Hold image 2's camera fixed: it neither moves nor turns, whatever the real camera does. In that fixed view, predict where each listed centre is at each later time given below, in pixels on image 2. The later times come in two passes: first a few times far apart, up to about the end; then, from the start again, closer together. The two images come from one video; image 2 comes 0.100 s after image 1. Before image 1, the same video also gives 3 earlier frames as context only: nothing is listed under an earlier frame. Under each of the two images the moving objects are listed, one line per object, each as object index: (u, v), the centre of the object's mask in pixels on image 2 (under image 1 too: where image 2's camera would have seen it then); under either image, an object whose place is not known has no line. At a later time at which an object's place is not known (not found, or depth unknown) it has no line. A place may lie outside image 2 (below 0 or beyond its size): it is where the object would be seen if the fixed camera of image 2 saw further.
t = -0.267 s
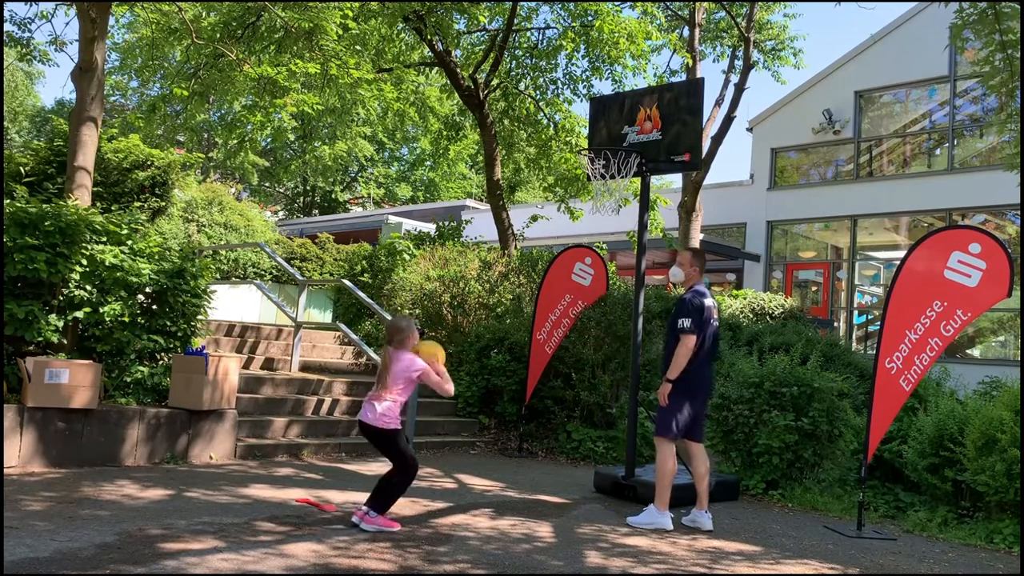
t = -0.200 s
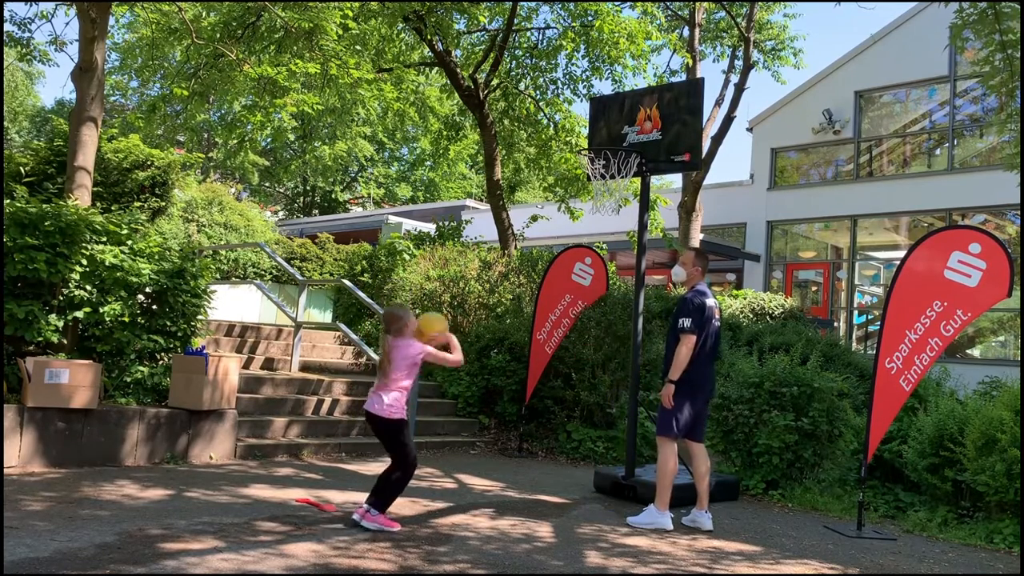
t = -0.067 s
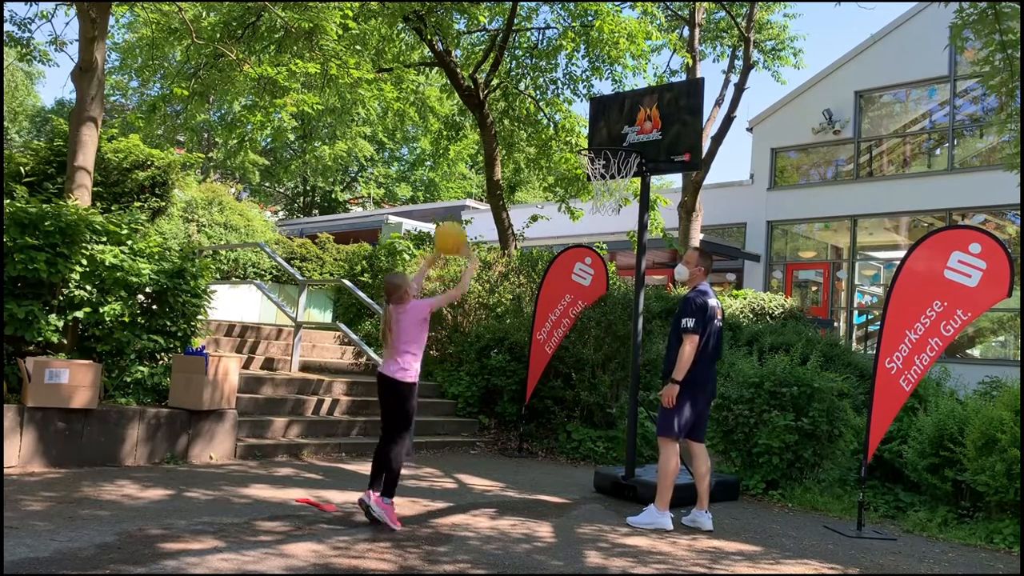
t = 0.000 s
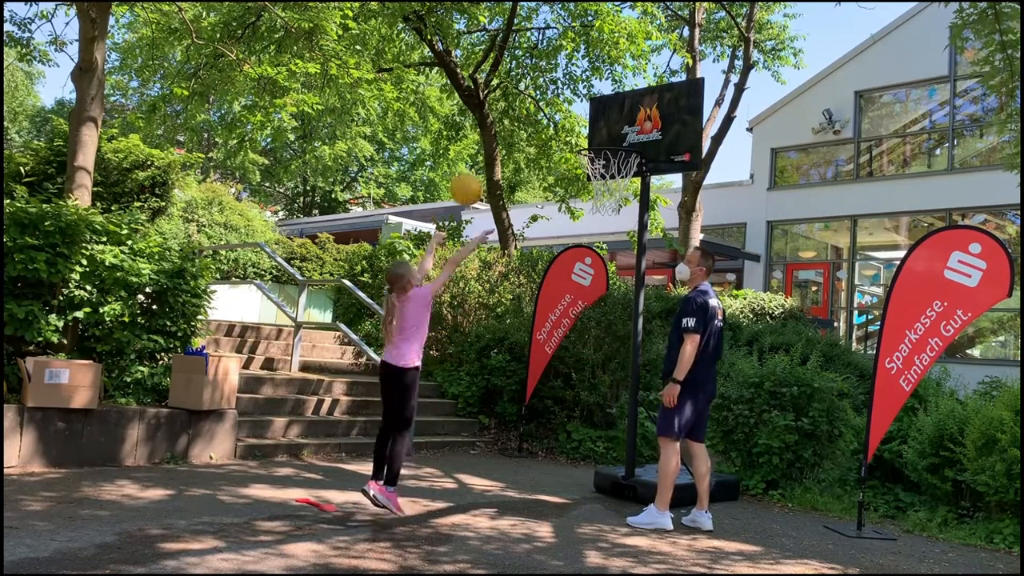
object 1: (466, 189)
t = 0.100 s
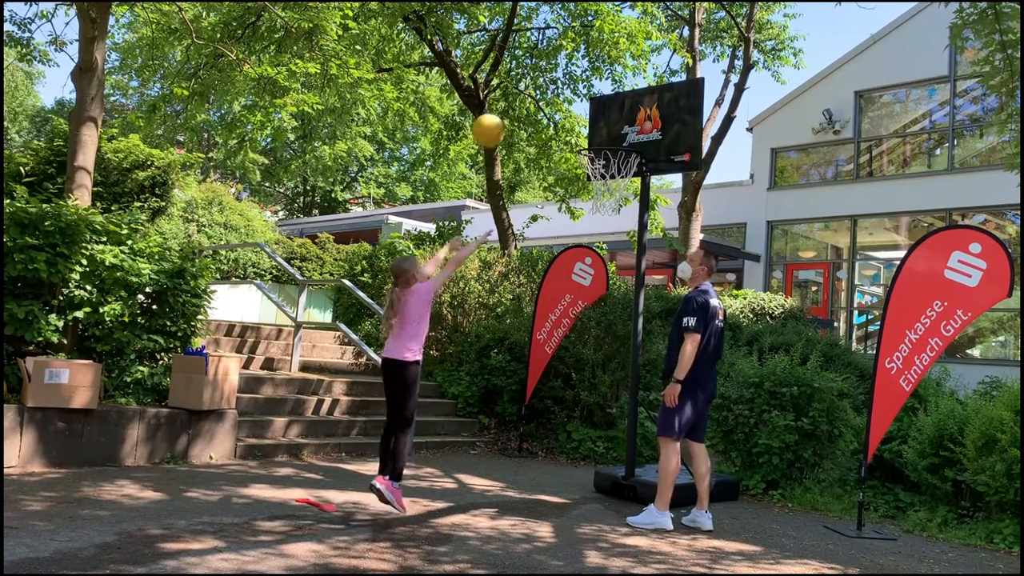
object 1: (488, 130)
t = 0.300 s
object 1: (526, 65)
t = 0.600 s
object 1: (571, 75)
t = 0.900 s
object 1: (573, 131)
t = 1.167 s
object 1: (522, 191)
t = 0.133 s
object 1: (495, 115)
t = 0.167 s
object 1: (501, 102)
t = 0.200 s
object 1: (508, 89)
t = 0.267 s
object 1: (520, 72)
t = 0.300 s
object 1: (526, 65)
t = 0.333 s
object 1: (531, 60)
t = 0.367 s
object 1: (537, 56)
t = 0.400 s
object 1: (543, 55)
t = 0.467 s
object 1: (553, 56)
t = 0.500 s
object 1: (557, 59)
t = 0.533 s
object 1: (562, 62)
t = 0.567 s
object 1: (567, 69)
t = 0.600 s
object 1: (571, 75)
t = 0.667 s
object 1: (579, 93)
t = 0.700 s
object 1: (584, 105)
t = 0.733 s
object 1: (587, 118)
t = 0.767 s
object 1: (590, 132)
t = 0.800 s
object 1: (589, 136)
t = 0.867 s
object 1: (578, 131)
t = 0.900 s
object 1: (573, 131)
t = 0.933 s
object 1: (567, 134)
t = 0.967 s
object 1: (562, 136)
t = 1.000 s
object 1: (555, 141)
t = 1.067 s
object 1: (543, 155)
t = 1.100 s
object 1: (537, 166)
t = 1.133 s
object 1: (529, 177)
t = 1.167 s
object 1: (522, 191)
